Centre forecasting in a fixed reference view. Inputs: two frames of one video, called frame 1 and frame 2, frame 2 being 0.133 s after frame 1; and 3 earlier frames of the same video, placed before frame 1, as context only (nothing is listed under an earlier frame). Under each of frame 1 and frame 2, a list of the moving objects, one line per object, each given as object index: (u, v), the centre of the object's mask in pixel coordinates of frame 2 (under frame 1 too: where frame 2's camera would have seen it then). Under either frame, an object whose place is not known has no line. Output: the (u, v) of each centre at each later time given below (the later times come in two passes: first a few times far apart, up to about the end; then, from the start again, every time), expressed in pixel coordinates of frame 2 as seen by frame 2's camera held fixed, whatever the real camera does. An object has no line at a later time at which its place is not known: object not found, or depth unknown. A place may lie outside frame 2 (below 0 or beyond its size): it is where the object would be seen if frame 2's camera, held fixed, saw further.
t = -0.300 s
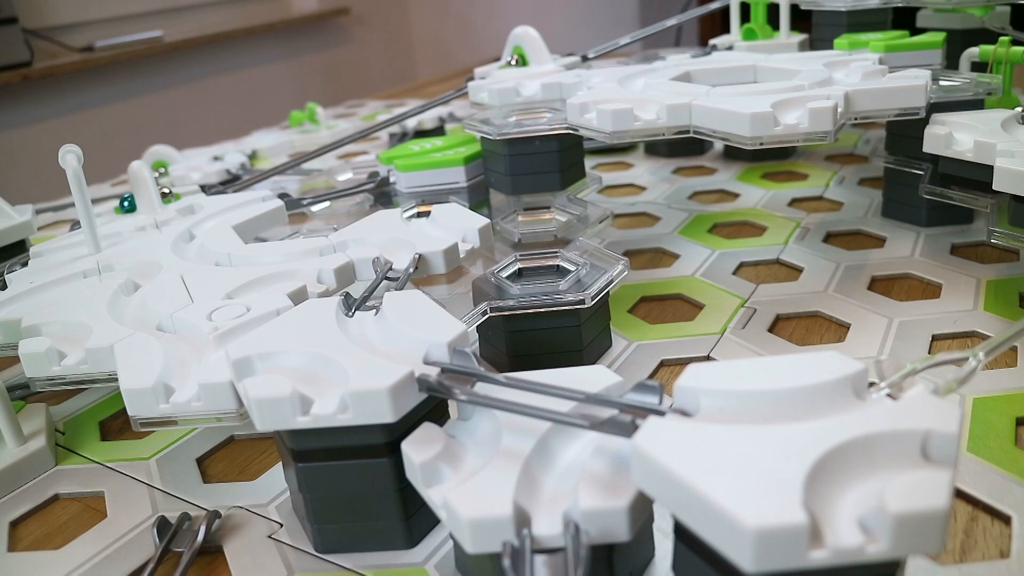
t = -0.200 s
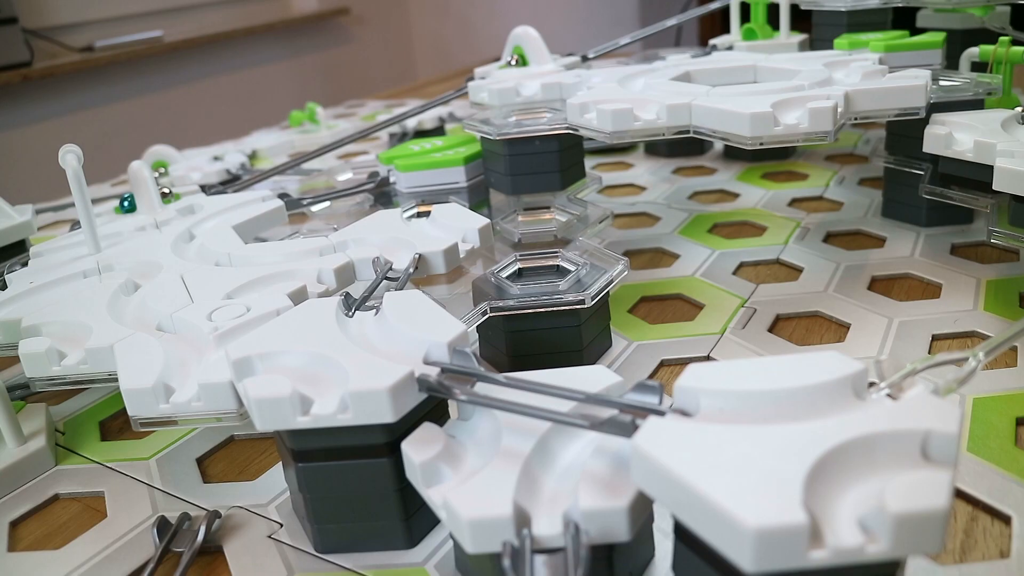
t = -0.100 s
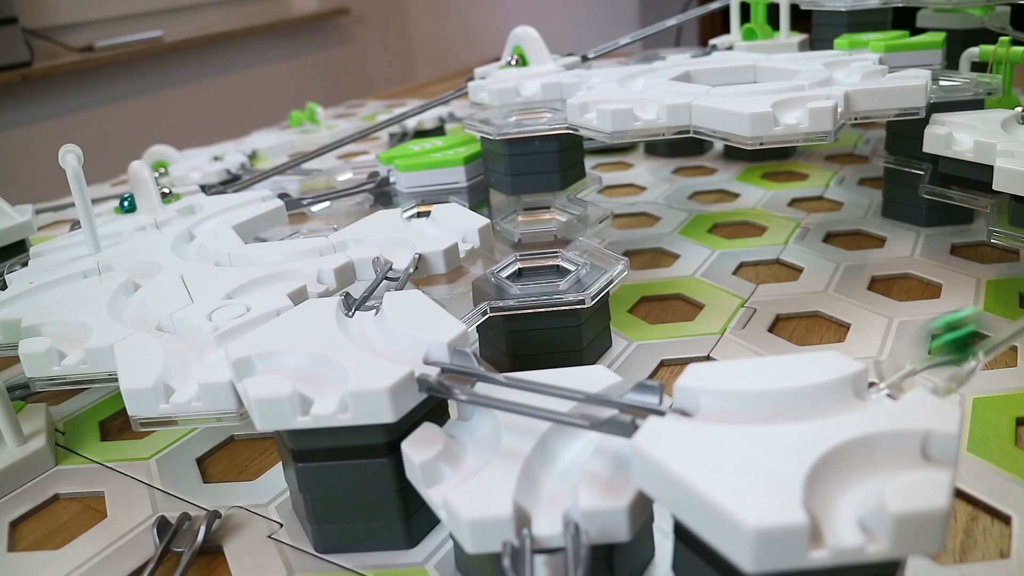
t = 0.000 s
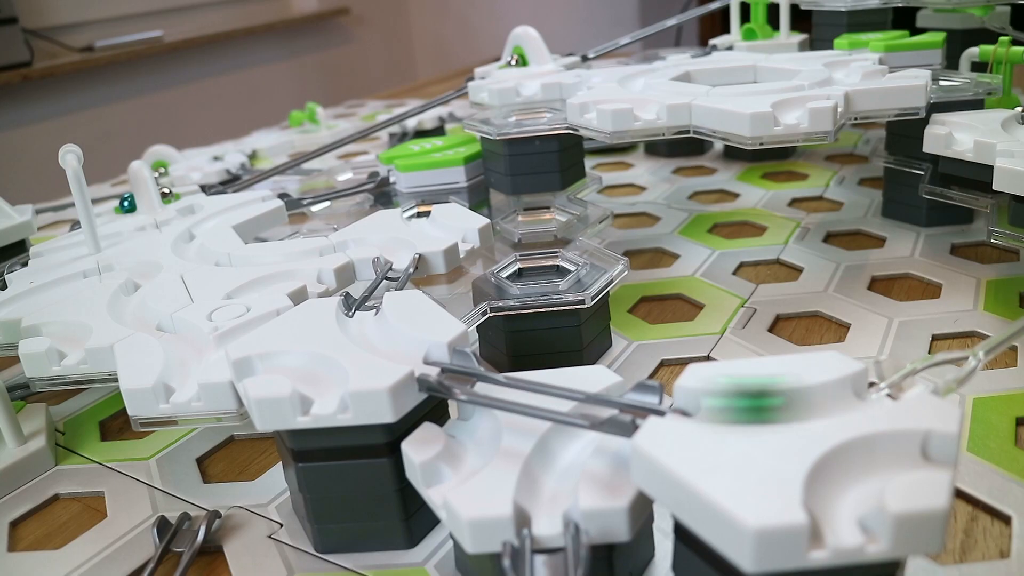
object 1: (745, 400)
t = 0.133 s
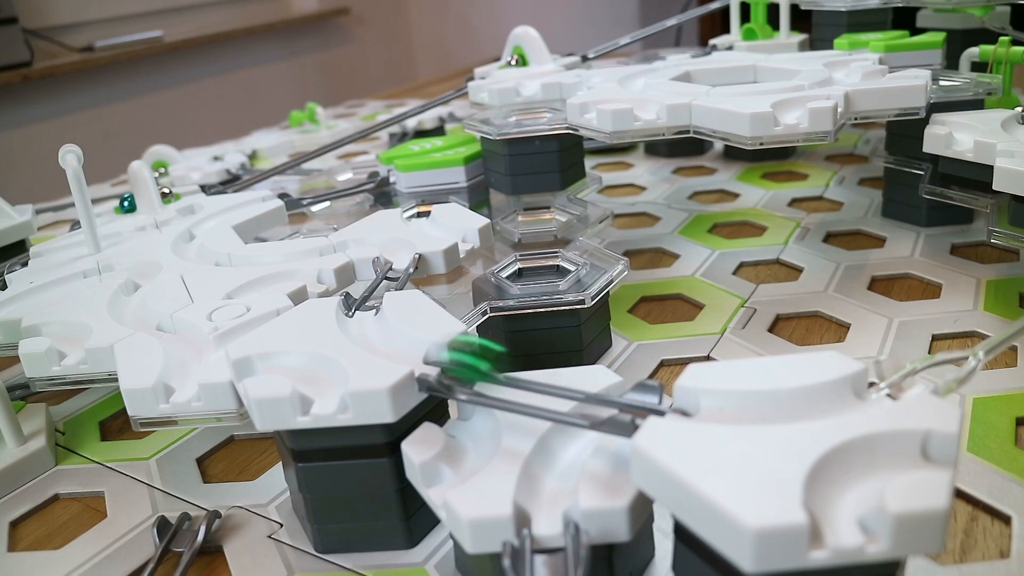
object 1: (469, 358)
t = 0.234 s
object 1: (365, 320)
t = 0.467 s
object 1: (387, 237)
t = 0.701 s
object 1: (221, 256)
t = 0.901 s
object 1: (188, 236)
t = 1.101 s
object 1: (241, 201)
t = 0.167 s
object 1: (425, 349)
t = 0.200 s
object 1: (386, 337)
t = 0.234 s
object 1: (365, 320)
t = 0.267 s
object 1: (358, 305)
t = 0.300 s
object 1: (363, 288)
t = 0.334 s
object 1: (376, 276)
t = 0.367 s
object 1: (384, 268)
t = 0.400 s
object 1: (390, 254)
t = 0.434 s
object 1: (396, 250)
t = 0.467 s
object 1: (387, 237)
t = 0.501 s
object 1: (355, 238)
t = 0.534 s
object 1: (326, 245)
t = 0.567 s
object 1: (300, 250)
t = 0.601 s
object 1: (275, 254)
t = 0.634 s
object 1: (255, 256)
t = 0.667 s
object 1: (236, 256)
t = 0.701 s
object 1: (221, 256)
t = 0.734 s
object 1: (209, 254)
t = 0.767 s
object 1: (198, 252)
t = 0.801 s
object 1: (191, 249)
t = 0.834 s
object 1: (187, 246)
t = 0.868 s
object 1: (186, 241)
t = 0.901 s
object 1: (188, 236)
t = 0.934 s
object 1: (192, 231)
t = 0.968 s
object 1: (199, 224)
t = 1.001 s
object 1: (207, 218)
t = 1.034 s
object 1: (217, 212)
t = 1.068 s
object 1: (229, 206)
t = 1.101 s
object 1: (241, 201)
